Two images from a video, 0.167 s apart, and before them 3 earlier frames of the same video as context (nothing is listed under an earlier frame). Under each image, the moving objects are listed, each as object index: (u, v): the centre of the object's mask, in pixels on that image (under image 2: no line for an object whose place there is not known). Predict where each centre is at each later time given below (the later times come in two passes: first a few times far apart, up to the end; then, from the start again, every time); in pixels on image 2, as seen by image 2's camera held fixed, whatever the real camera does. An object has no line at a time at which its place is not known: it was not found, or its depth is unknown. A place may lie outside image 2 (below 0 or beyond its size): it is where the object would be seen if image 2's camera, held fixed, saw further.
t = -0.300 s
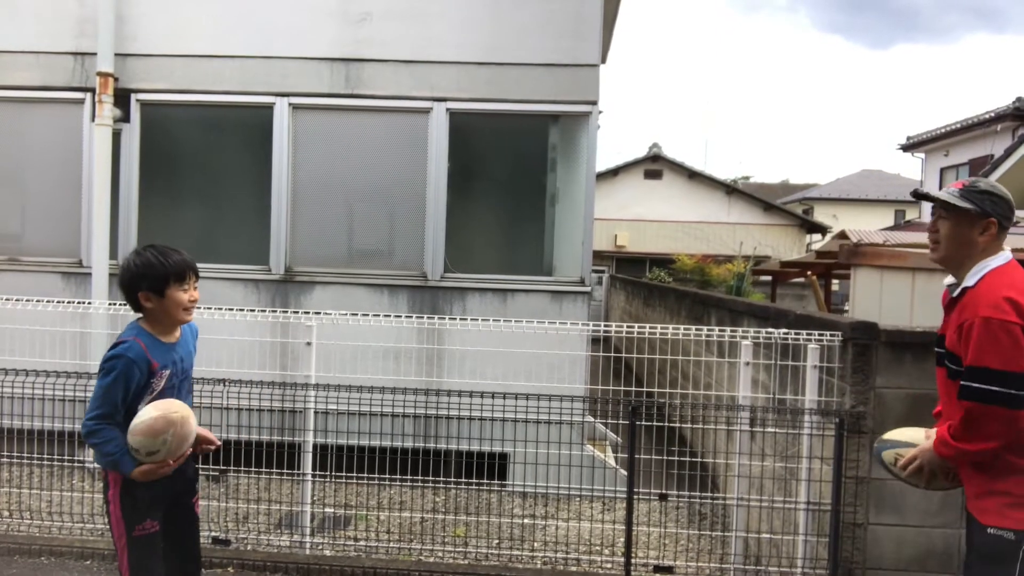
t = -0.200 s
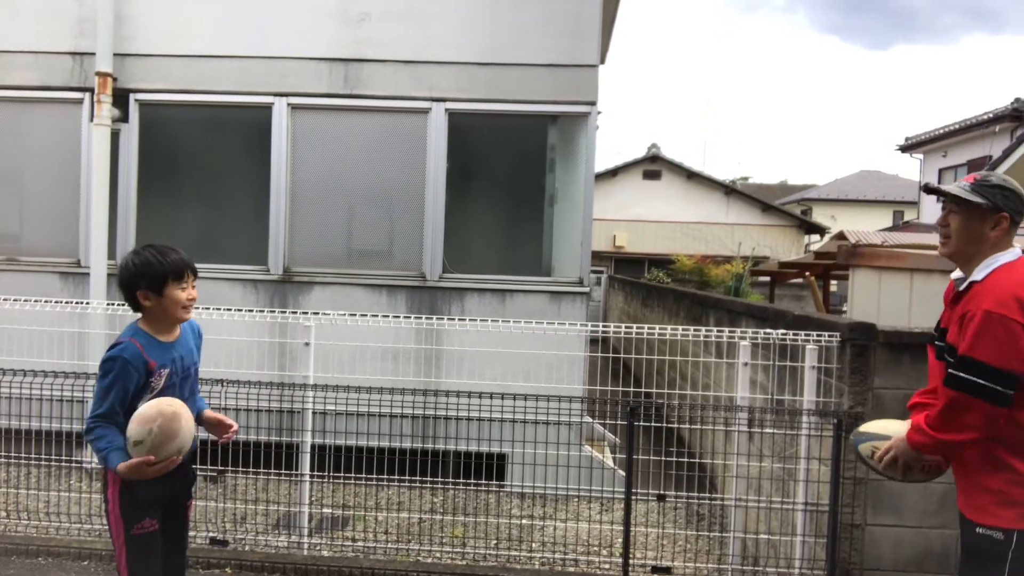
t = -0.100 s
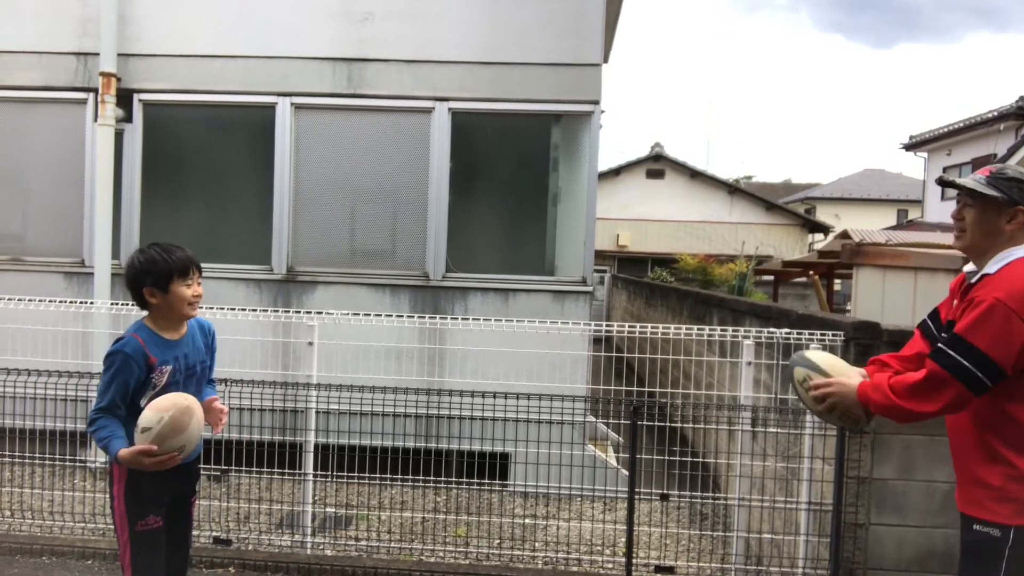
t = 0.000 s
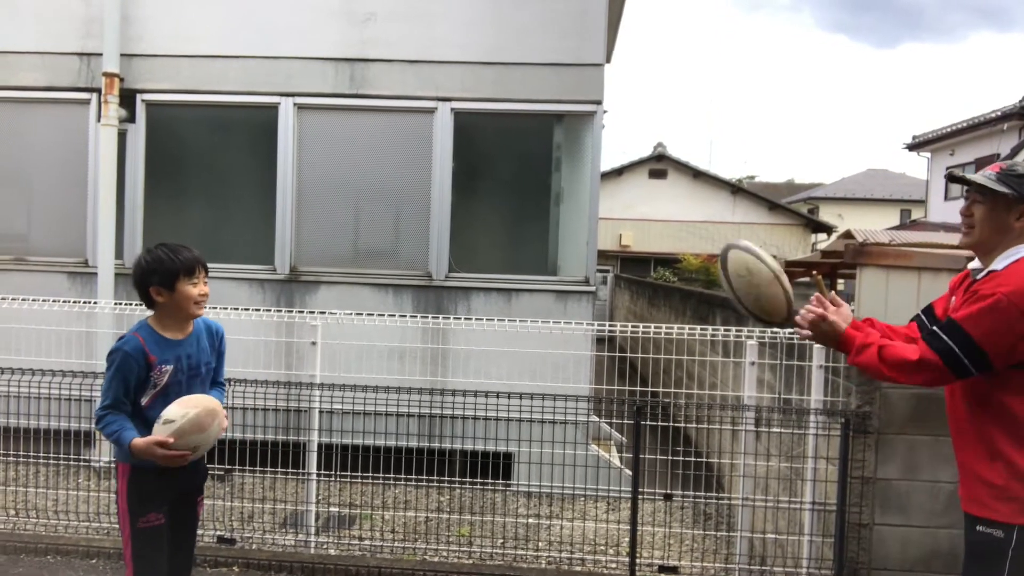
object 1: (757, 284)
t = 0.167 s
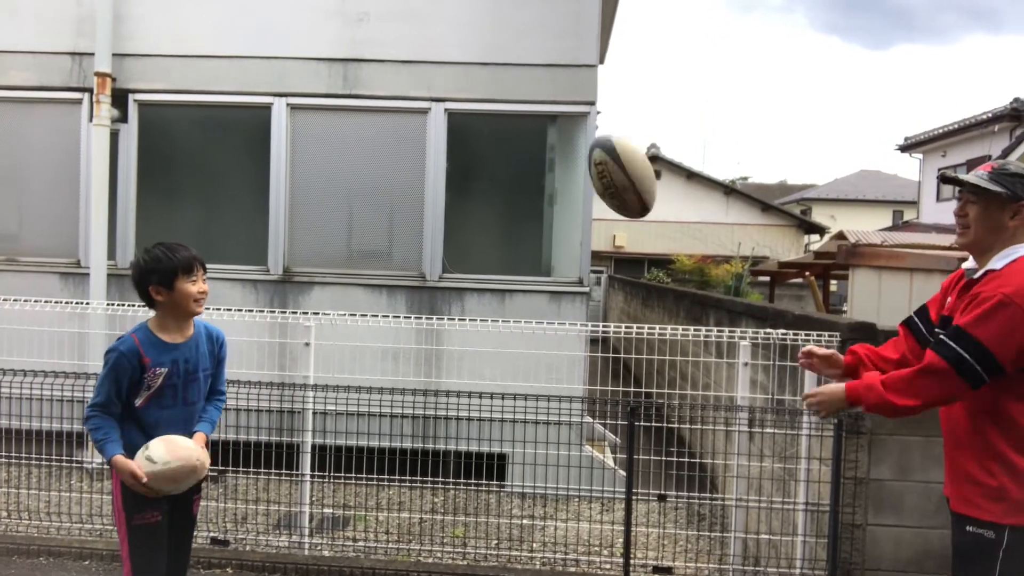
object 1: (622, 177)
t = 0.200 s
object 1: (597, 165)
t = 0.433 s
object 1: (420, 185)
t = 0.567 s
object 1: (318, 264)
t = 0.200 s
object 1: (597, 165)
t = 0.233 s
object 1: (571, 158)
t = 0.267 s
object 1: (546, 154)
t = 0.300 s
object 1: (520, 155)
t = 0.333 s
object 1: (495, 156)
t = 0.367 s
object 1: (470, 163)
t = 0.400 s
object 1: (445, 172)
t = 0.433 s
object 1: (420, 185)
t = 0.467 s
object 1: (394, 199)
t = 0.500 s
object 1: (369, 218)
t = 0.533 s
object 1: (343, 240)
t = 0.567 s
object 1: (318, 264)
